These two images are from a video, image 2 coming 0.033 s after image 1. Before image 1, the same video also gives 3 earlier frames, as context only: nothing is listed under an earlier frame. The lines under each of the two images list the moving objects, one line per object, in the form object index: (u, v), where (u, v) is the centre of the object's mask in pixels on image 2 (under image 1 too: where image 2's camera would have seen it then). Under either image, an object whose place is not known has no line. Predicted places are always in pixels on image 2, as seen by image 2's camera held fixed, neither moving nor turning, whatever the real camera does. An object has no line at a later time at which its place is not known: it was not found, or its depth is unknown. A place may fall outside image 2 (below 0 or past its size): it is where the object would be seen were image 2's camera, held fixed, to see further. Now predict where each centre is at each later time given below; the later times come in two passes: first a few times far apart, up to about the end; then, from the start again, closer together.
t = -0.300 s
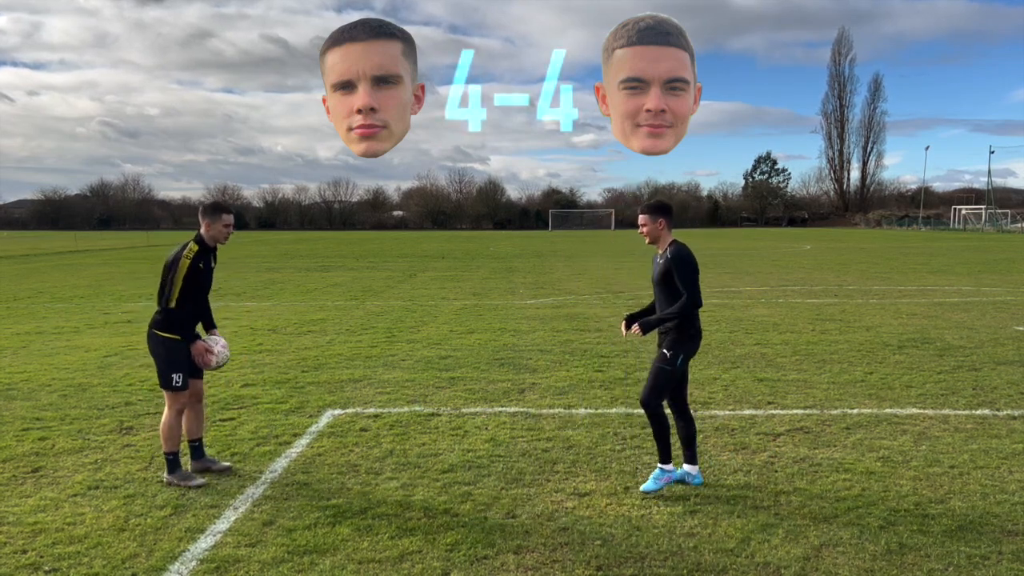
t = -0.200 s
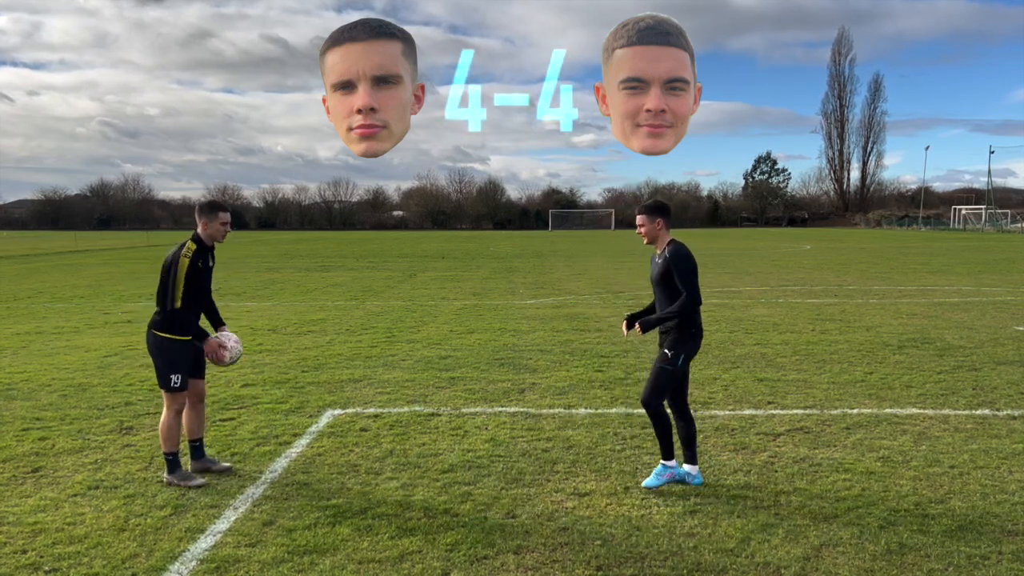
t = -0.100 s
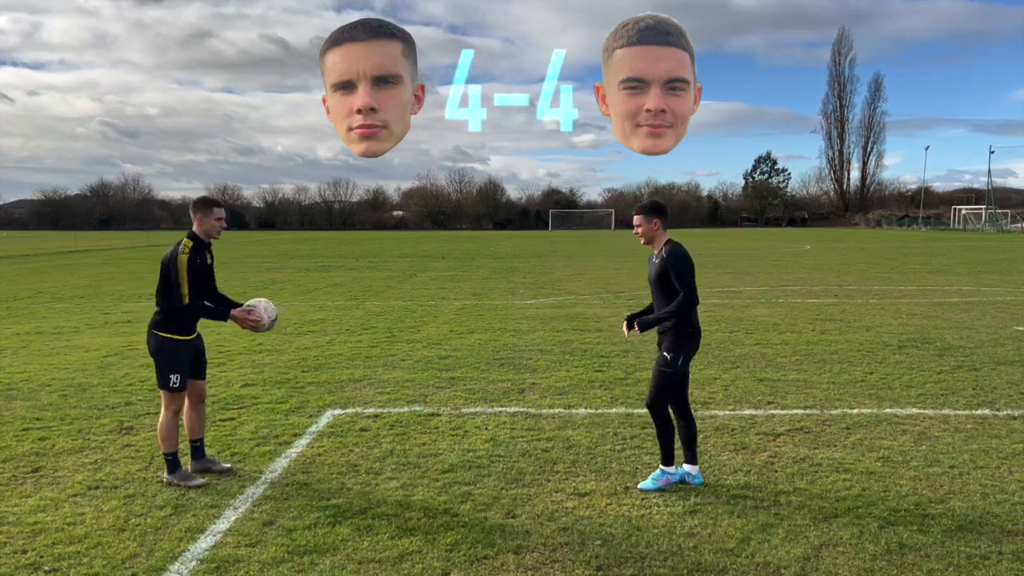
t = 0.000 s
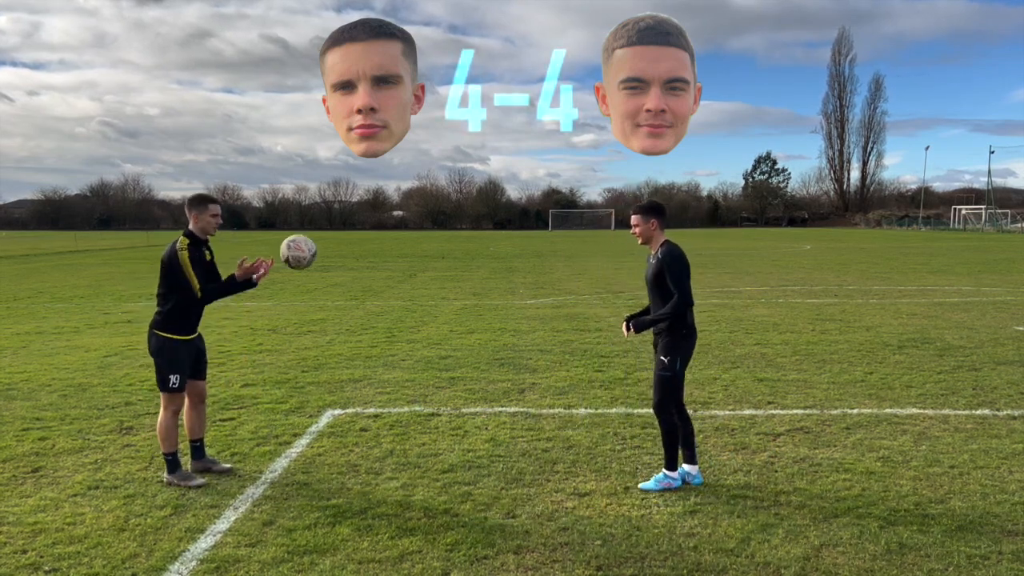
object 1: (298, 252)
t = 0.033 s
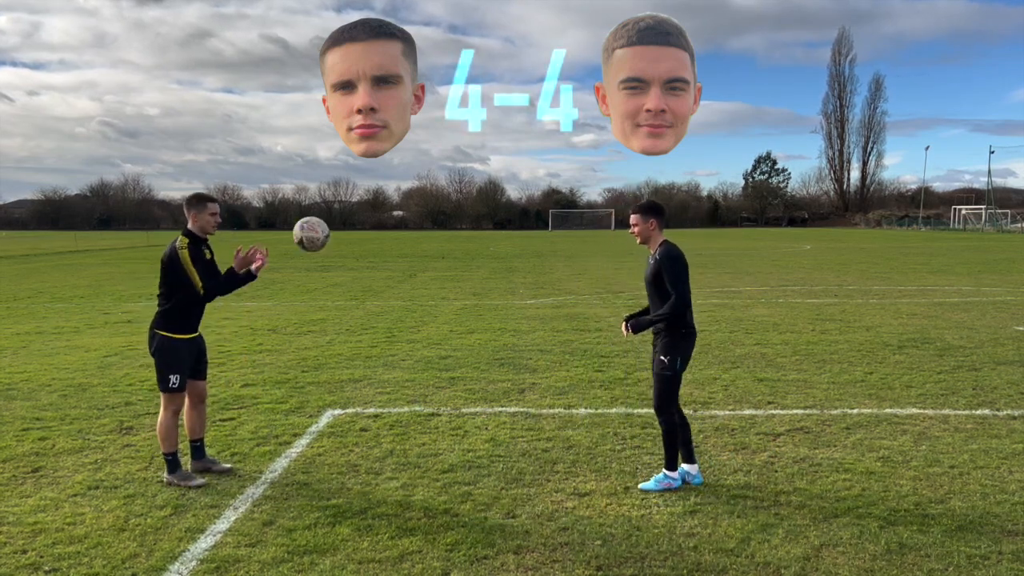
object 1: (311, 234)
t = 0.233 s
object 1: (390, 165)
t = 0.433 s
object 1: (467, 152)
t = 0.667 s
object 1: (558, 220)
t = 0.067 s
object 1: (324, 218)
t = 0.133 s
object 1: (350, 189)
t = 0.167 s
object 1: (363, 179)
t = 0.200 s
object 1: (376, 171)
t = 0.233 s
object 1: (390, 165)
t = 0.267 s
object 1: (403, 157)
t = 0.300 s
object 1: (415, 152)
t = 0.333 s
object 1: (428, 149)
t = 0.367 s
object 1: (441, 149)
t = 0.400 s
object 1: (454, 150)
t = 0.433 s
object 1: (467, 152)
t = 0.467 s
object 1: (480, 157)
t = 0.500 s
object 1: (494, 163)
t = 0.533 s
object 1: (507, 171)
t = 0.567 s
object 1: (519, 181)
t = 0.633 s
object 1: (545, 205)
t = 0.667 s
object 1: (558, 220)
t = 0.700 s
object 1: (571, 236)
